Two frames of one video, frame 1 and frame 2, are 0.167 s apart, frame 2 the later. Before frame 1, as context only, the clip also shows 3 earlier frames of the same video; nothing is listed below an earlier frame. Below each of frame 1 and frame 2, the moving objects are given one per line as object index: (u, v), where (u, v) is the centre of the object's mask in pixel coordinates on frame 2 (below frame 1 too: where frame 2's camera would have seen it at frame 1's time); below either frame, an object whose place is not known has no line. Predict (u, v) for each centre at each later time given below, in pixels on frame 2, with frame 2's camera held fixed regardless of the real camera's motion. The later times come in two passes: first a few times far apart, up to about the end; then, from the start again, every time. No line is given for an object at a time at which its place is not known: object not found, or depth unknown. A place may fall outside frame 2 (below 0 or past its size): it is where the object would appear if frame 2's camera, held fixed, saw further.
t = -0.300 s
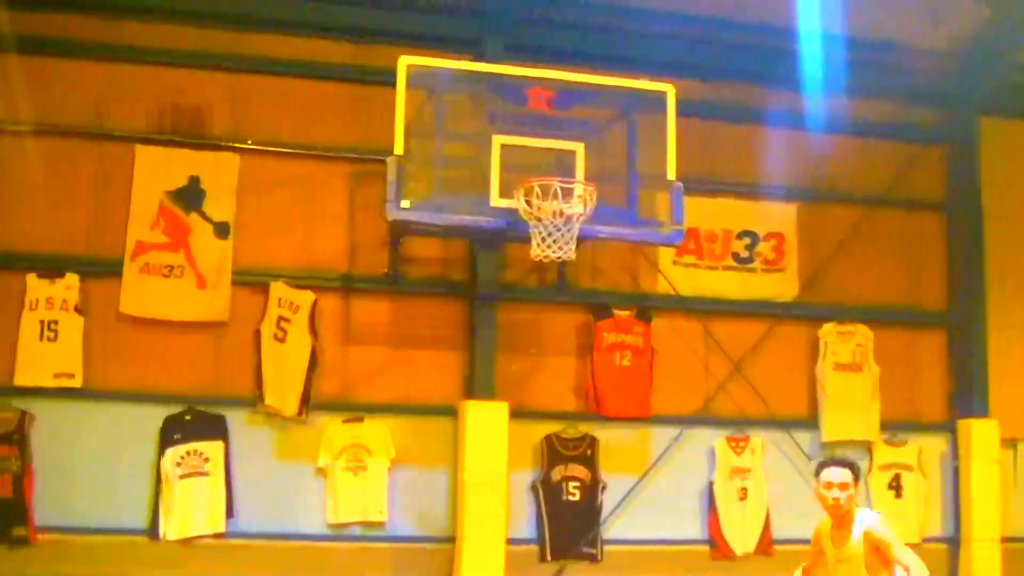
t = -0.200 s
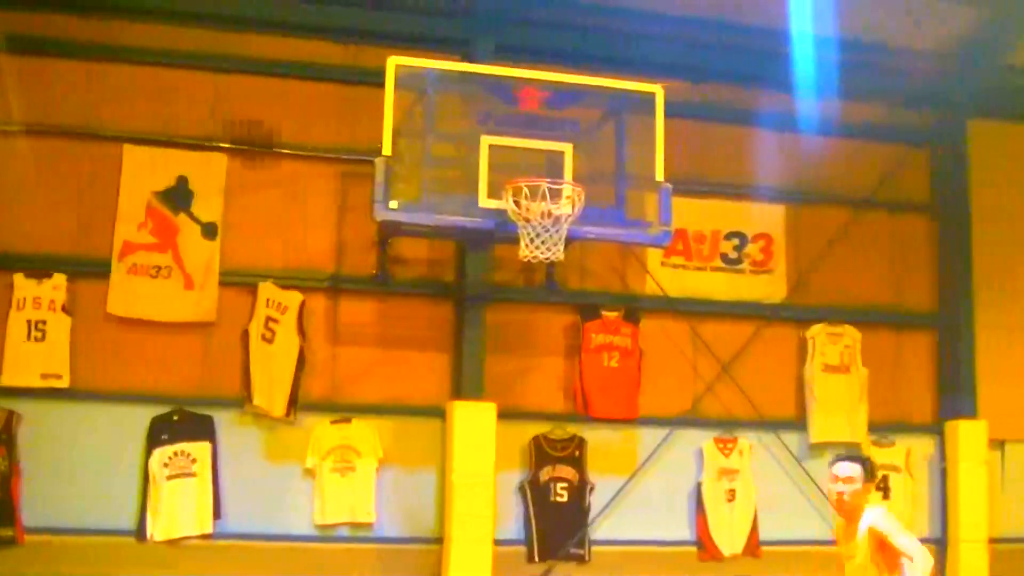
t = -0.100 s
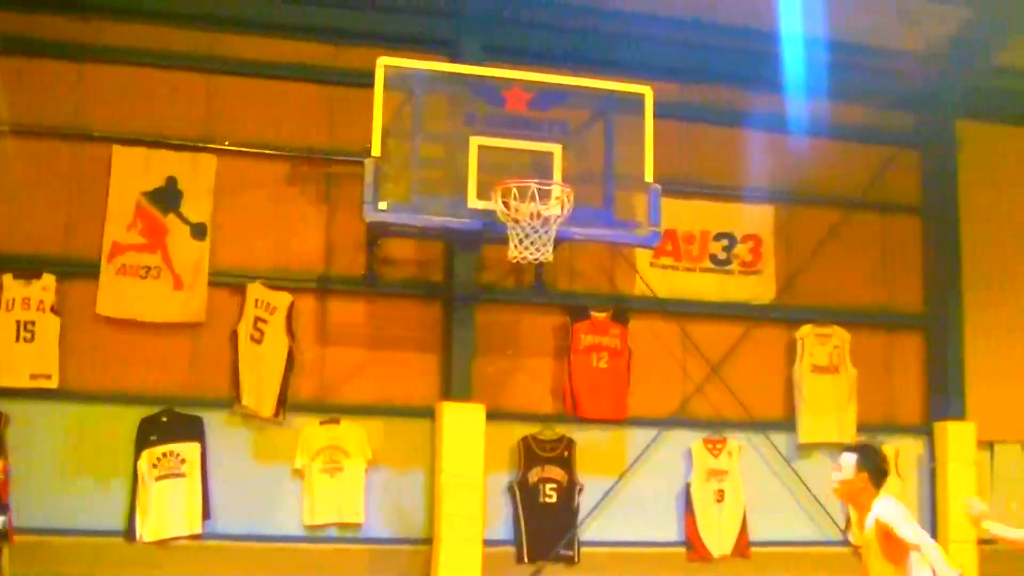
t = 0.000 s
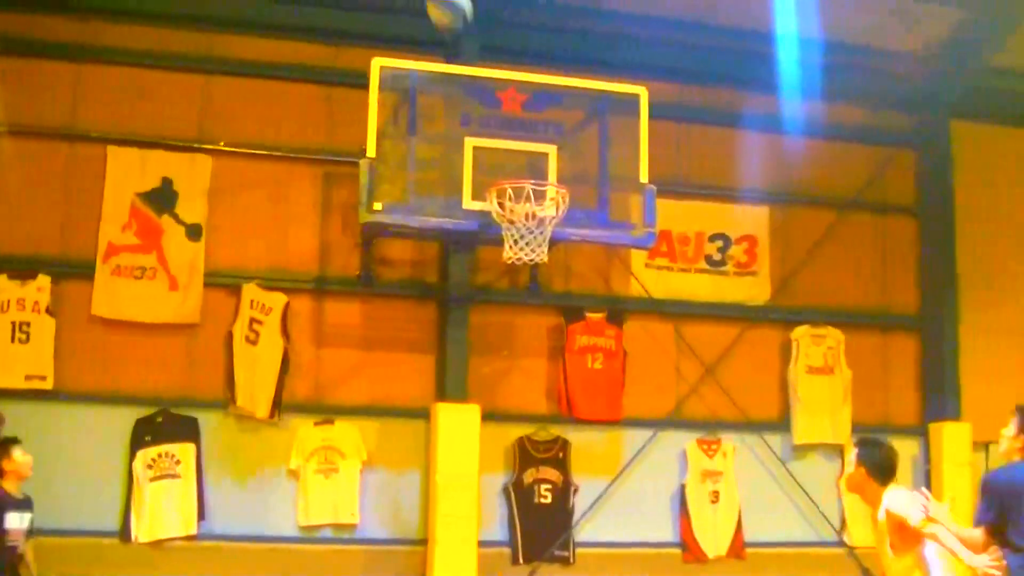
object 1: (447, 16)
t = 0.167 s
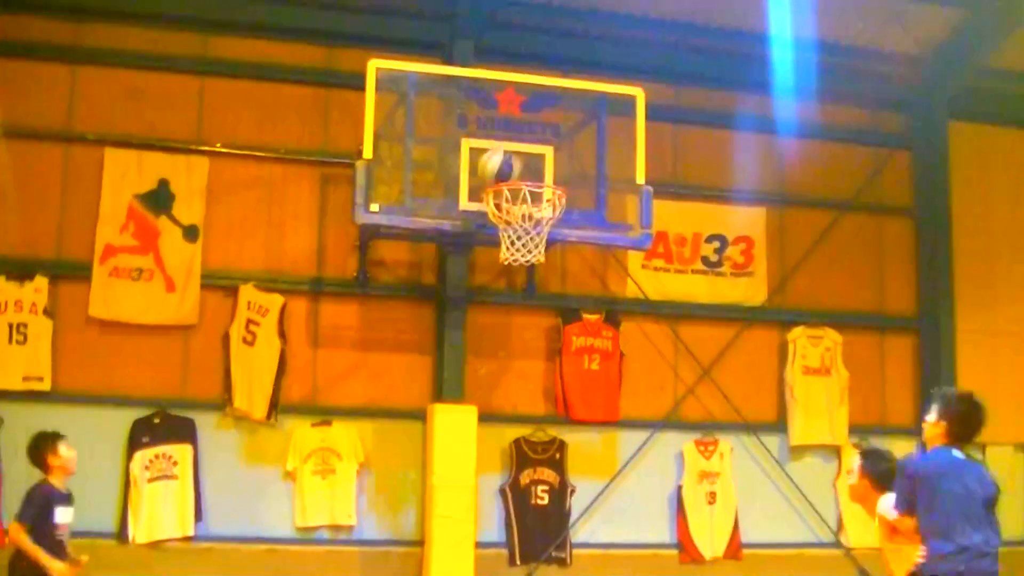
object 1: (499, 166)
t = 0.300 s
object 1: (555, 160)
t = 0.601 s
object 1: (668, 162)
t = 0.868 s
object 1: (770, 283)
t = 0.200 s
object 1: (514, 164)
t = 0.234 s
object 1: (525, 159)
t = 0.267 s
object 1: (540, 159)
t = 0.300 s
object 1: (555, 160)
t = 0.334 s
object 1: (565, 156)
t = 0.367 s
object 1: (578, 145)
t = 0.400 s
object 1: (590, 150)
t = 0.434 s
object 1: (602, 149)
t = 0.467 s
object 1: (618, 146)
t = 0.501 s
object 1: (629, 149)
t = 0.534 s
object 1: (643, 153)
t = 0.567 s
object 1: (654, 154)
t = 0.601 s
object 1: (668, 162)
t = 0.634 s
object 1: (682, 168)
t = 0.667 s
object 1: (697, 176)
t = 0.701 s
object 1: (706, 199)
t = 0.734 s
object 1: (717, 212)
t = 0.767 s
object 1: (733, 225)
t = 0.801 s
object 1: (745, 245)
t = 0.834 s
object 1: (756, 264)
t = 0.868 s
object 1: (770, 283)
